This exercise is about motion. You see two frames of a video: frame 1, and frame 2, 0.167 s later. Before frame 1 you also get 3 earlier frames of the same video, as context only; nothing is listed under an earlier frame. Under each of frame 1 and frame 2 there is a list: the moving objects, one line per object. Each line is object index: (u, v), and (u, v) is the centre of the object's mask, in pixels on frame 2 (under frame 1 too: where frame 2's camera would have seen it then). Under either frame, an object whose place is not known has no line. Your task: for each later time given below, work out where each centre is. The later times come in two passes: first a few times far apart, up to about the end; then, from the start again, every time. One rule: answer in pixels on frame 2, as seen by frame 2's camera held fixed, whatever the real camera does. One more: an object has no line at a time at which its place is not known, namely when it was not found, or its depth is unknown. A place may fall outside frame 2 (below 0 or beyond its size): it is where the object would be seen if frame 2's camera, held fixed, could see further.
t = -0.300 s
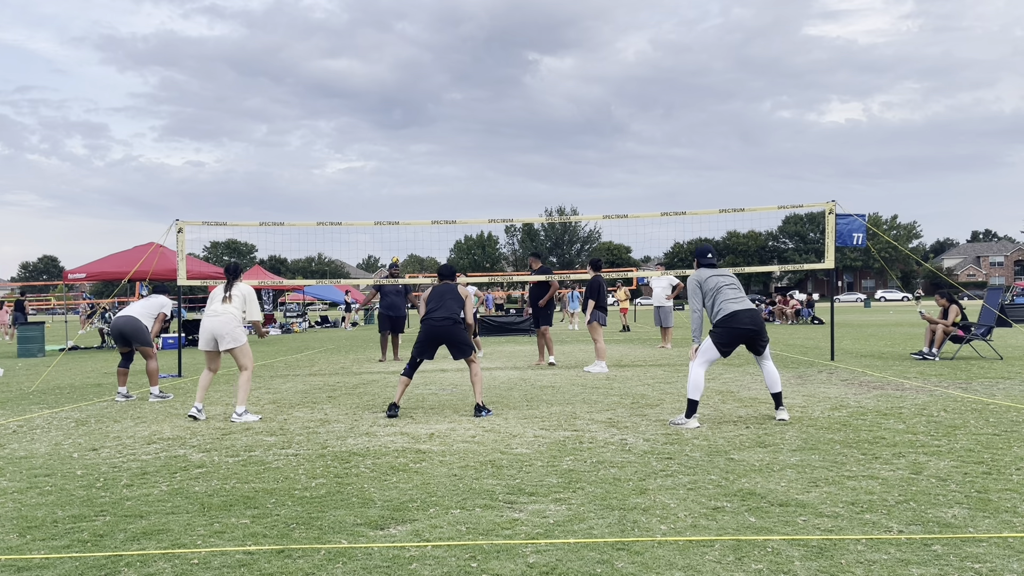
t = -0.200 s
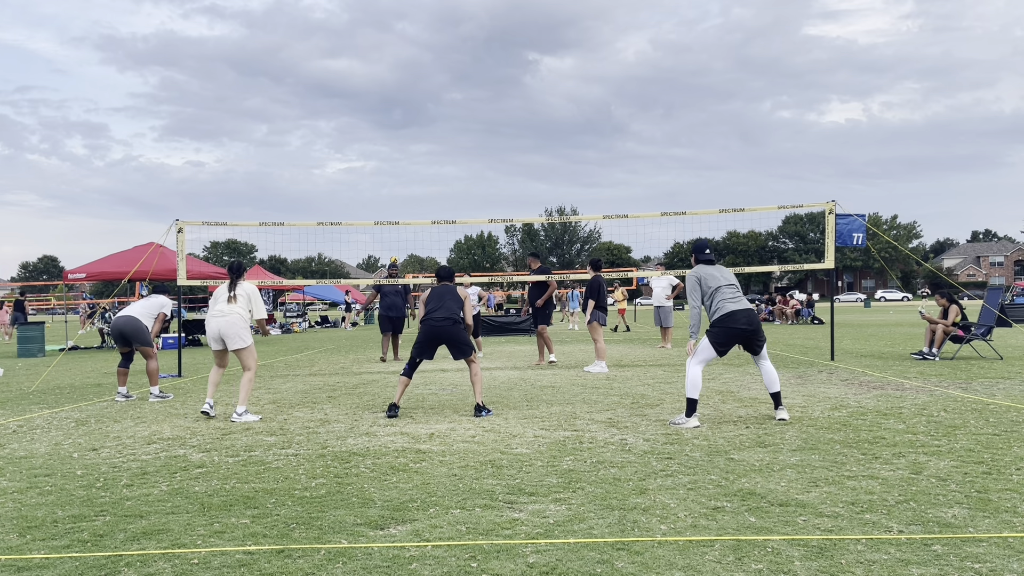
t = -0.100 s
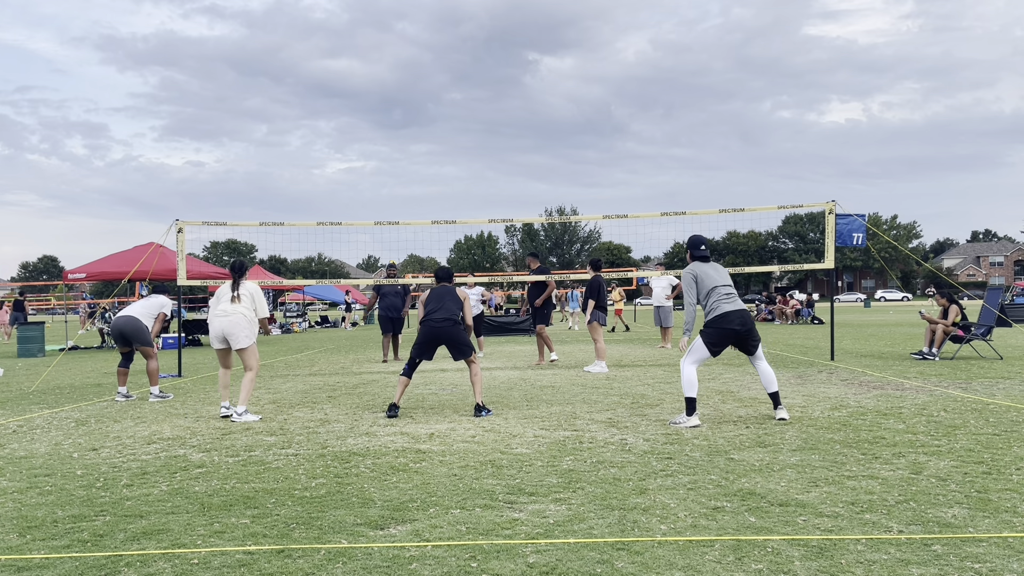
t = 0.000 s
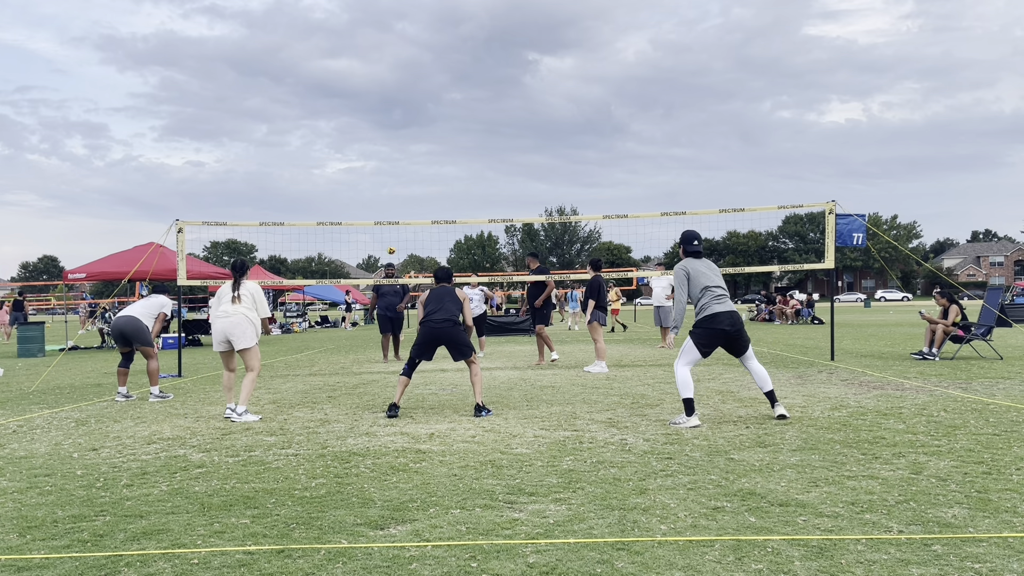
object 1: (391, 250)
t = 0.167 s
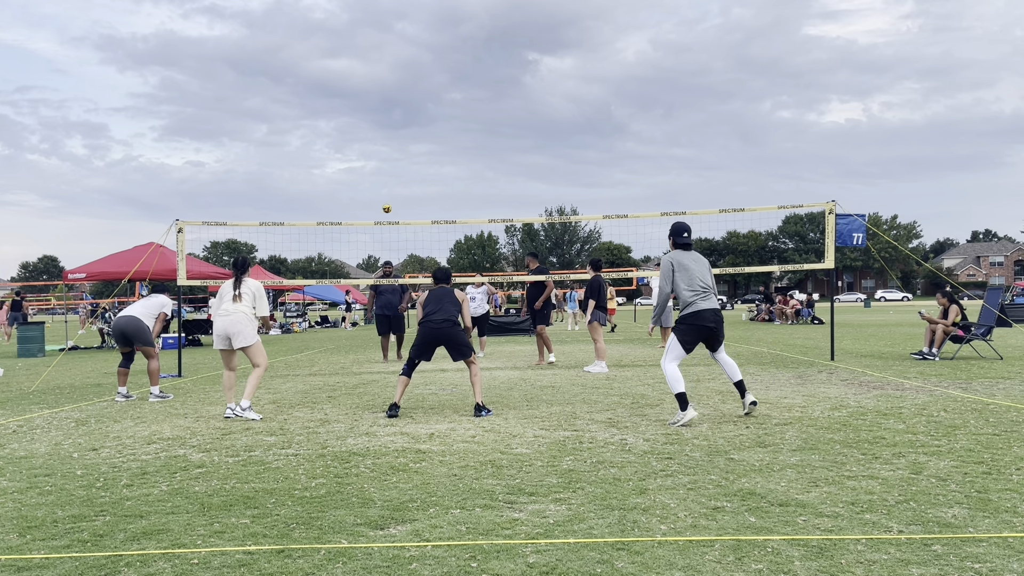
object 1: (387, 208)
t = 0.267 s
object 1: (384, 186)
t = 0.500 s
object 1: (375, 148)
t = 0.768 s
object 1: (362, 134)
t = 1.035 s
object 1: (346, 174)
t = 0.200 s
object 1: (386, 201)
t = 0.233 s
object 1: (385, 193)
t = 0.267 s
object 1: (384, 186)
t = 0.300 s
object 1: (383, 180)
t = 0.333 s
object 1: (381, 173)
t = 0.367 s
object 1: (380, 167)
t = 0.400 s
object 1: (379, 162)
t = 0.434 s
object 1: (378, 157)
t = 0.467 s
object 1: (376, 152)
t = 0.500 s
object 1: (375, 148)
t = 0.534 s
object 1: (373, 144)
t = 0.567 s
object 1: (372, 141)
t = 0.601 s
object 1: (370, 139)
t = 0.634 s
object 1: (368, 136)
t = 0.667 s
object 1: (367, 135)
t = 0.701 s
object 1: (365, 134)
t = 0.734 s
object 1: (363, 134)
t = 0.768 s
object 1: (362, 134)
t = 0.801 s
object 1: (360, 136)
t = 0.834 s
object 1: (358, 138)
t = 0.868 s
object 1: (356, 141)
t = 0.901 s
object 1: (354, 145)
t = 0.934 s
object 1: (352, 150)
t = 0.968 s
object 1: (350, 156)
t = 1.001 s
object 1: (348, 164)
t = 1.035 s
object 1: (346, 174)
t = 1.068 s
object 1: (345, 184)
